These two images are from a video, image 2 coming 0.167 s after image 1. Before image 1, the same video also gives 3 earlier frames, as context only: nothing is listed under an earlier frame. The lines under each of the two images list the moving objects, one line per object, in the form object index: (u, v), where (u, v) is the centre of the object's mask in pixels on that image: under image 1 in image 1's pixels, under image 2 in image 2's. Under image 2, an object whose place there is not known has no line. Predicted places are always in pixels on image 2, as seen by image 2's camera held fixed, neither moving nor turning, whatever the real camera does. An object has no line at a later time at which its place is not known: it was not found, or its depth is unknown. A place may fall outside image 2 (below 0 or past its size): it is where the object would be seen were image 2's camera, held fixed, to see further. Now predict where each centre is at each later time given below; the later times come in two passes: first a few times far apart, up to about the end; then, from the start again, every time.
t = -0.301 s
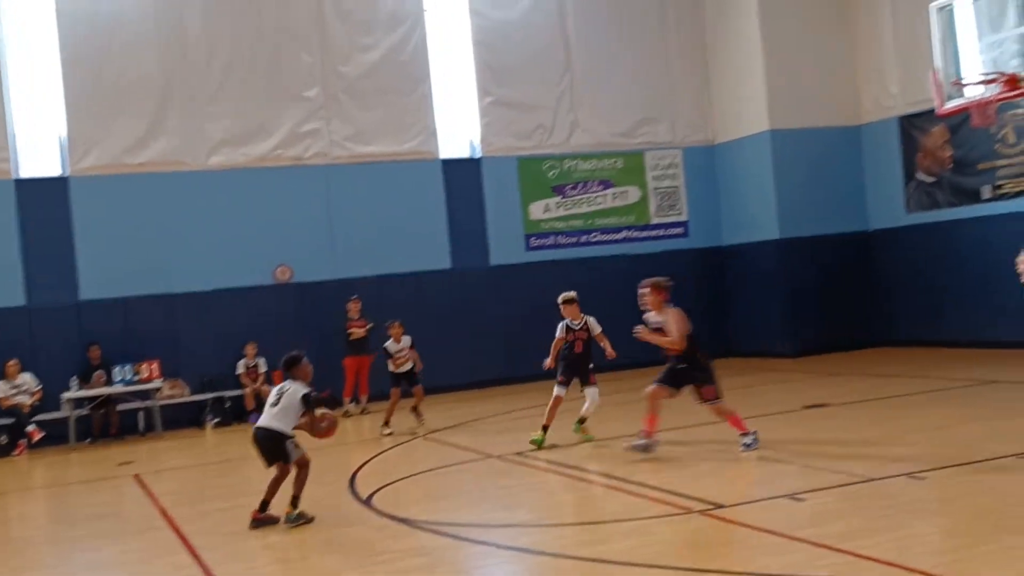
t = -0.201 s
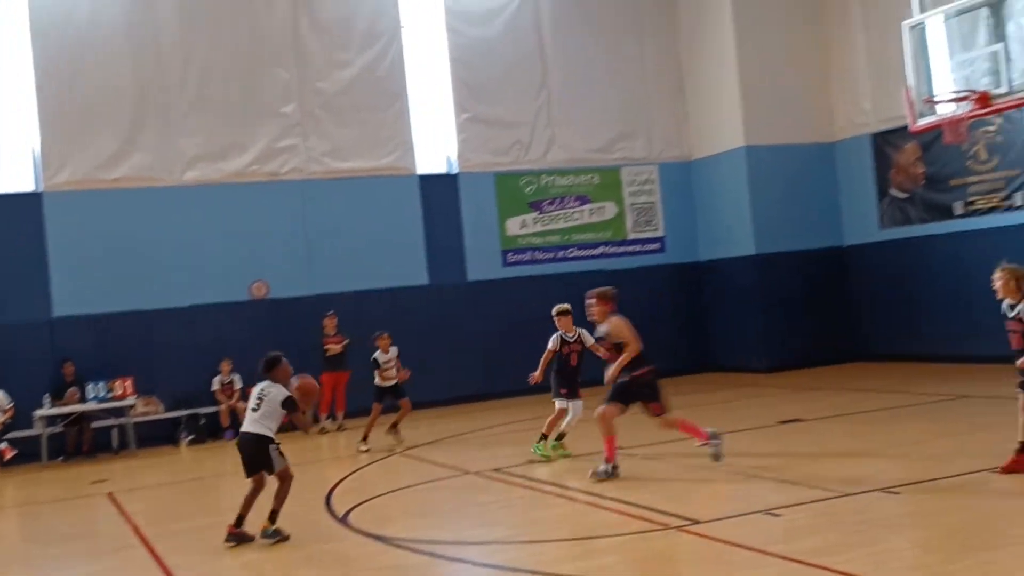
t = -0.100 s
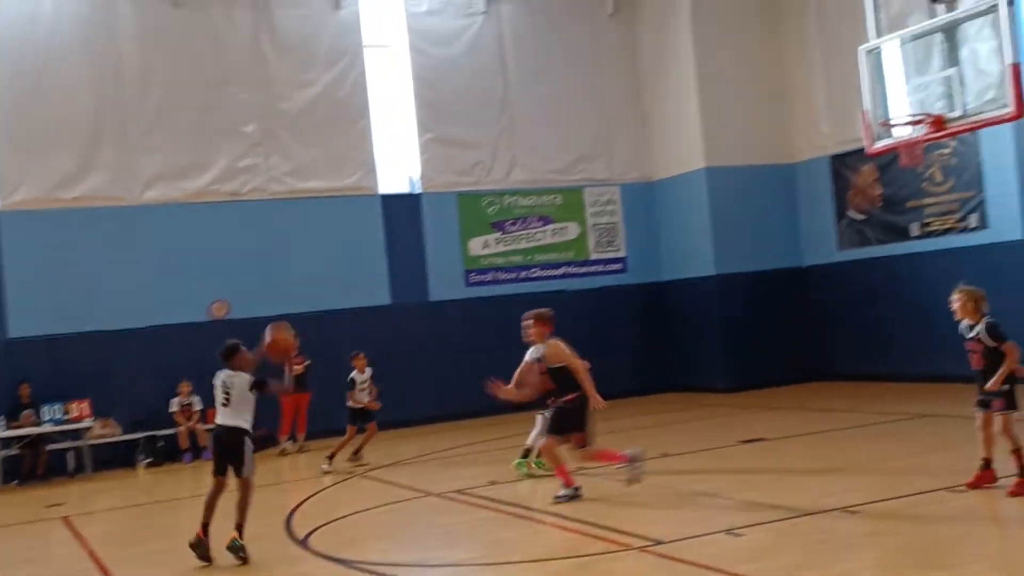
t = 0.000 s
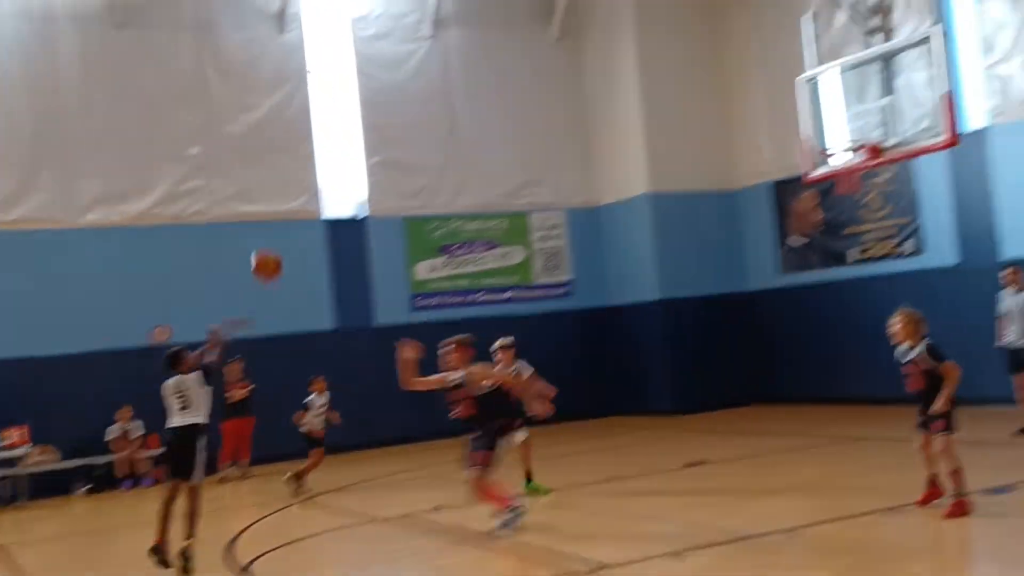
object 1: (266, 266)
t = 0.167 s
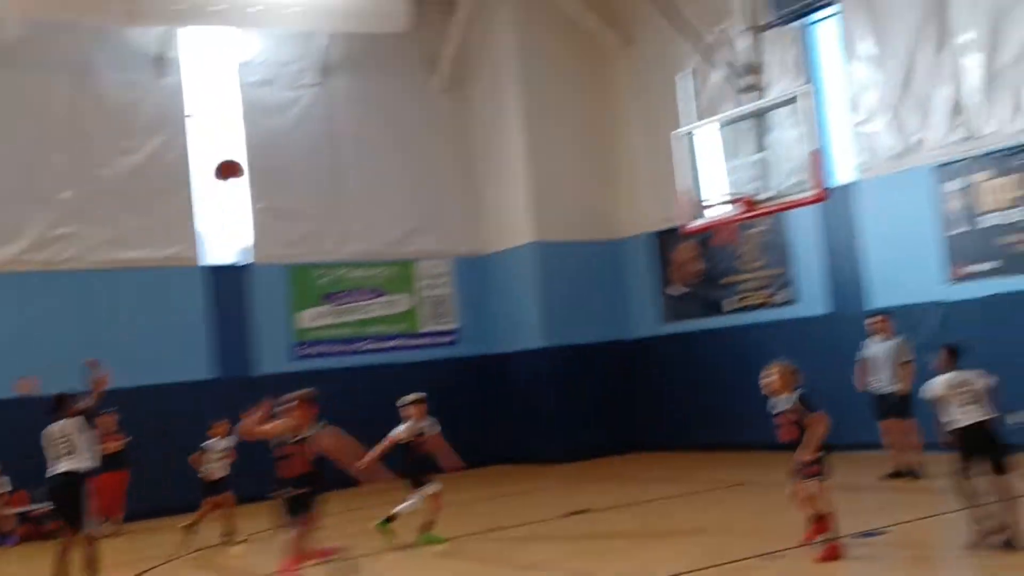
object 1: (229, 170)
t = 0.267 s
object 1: (271, 106)
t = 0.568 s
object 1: (394, 3)
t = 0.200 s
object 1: (244, 149)
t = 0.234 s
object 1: (258, 126)
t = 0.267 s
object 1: (271, 106)
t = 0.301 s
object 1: (287, 89)
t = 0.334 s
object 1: (301, 73)
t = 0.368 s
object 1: (314, 58)
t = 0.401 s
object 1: (328, 45)
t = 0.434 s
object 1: (342, 33)
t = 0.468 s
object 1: (355, 23)
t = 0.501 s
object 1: (368, 15)
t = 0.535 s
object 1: (381, 7)
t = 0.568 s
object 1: (394, 3)
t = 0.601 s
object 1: (408, -3)
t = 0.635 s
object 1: (420, -6)
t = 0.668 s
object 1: (434, -8)
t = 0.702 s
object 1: (448, -9)
